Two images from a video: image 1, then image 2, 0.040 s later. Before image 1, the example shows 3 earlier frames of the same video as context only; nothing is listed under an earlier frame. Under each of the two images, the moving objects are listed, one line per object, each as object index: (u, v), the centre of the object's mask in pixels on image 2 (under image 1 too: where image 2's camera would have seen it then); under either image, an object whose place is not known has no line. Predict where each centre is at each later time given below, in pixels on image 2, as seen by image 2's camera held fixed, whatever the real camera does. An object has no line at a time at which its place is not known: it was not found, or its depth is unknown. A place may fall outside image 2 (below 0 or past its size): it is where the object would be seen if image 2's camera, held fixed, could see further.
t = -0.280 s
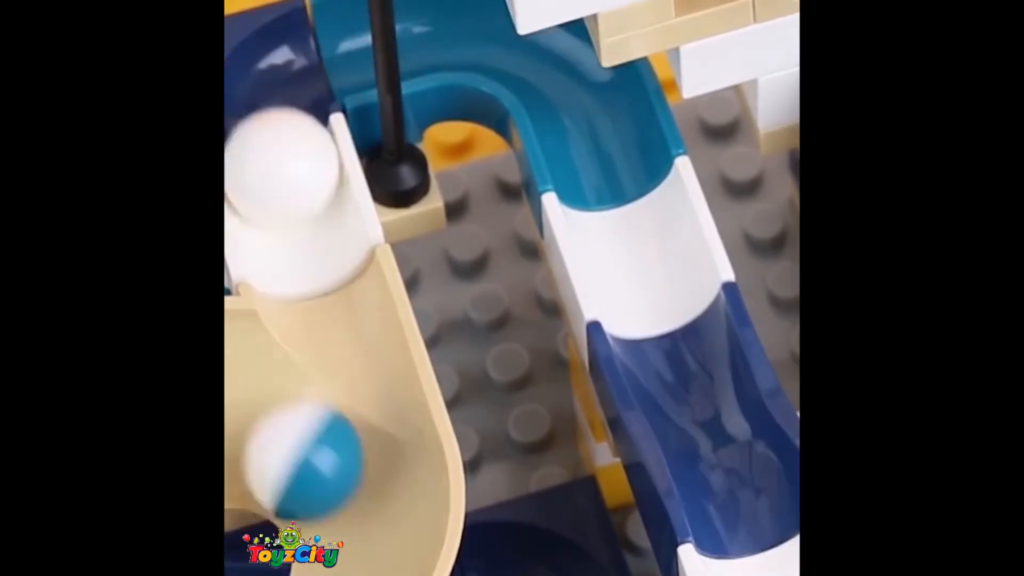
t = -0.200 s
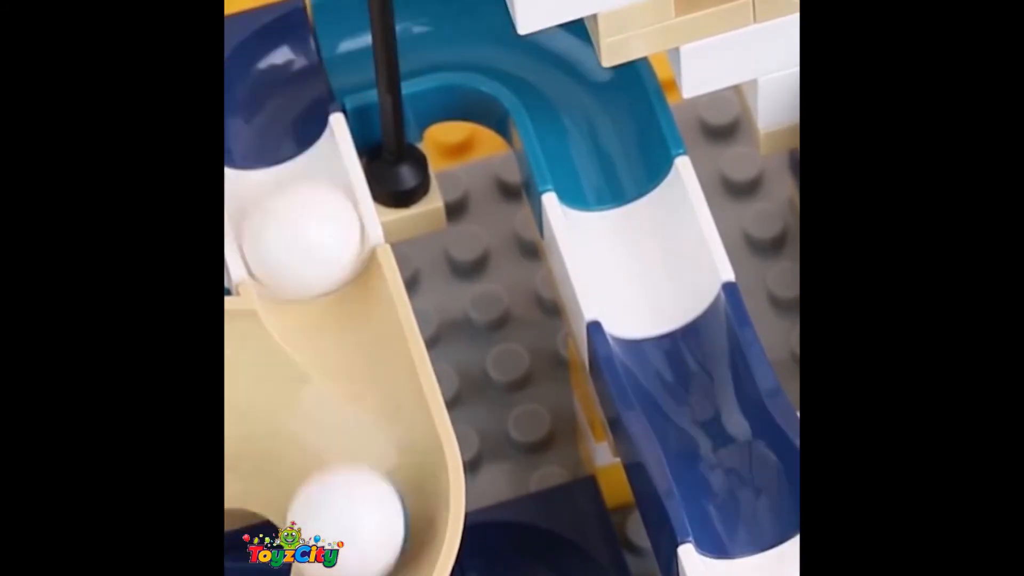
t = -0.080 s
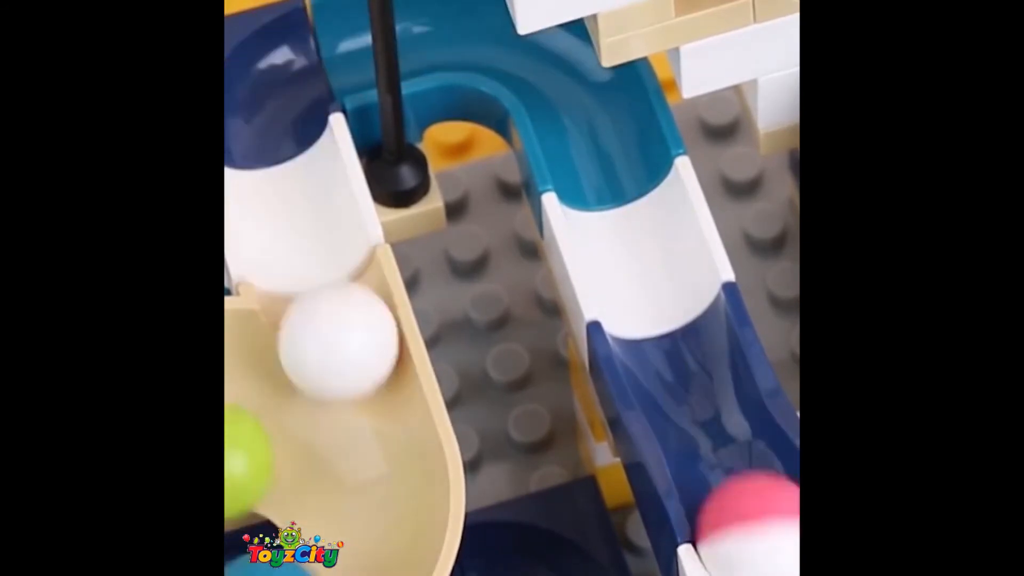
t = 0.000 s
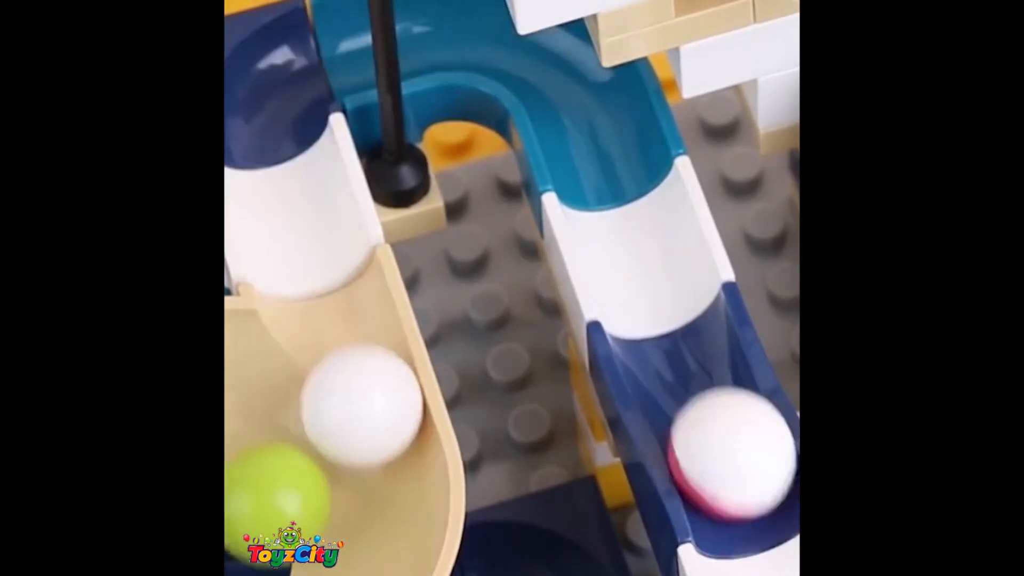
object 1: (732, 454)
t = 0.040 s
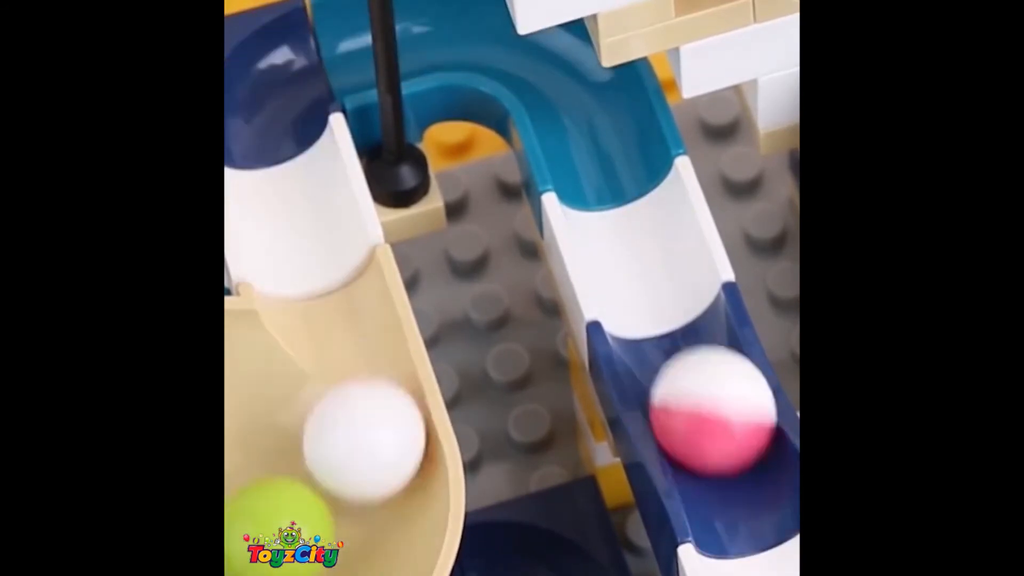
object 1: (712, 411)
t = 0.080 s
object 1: (692, 375)
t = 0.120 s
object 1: (668, 320)
